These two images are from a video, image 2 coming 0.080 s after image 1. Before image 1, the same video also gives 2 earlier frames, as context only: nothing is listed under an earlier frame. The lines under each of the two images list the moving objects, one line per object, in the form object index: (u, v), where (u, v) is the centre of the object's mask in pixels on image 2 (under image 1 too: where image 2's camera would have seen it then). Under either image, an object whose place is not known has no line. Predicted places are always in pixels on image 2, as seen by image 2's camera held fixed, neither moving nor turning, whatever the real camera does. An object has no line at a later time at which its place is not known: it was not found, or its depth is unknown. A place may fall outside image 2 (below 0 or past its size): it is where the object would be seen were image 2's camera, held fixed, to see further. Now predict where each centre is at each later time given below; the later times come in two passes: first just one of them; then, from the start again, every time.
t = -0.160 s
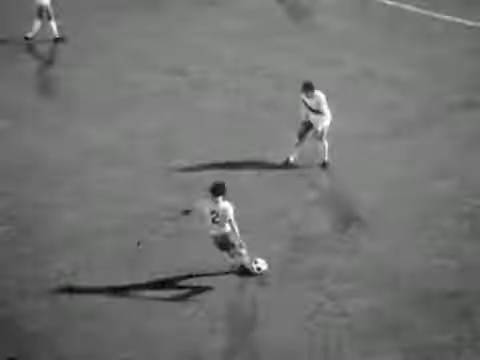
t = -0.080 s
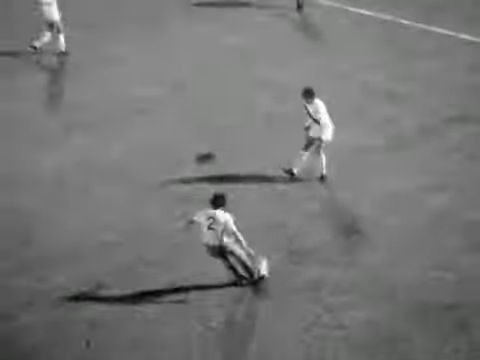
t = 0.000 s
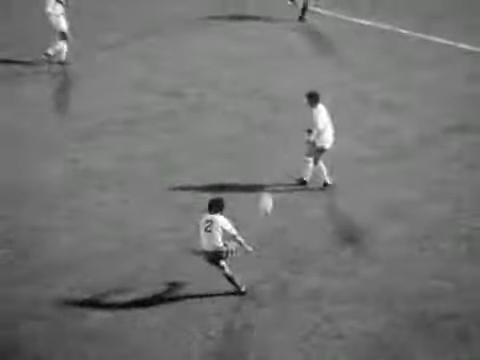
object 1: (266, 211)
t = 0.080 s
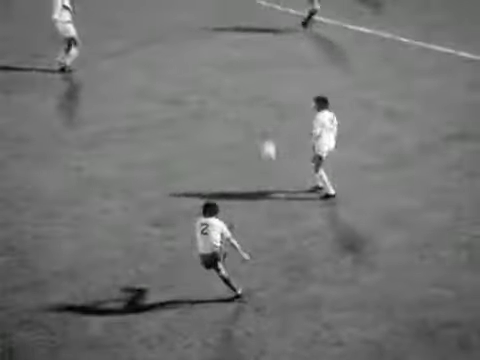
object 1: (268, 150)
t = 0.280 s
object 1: (264, 35)
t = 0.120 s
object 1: (269, 123)
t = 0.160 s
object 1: (269, 98)
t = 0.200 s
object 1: (267, 75)
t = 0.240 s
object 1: (264, 54)
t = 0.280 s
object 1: (264, 35)
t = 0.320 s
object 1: (260, 20)
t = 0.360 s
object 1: (259, 6)
